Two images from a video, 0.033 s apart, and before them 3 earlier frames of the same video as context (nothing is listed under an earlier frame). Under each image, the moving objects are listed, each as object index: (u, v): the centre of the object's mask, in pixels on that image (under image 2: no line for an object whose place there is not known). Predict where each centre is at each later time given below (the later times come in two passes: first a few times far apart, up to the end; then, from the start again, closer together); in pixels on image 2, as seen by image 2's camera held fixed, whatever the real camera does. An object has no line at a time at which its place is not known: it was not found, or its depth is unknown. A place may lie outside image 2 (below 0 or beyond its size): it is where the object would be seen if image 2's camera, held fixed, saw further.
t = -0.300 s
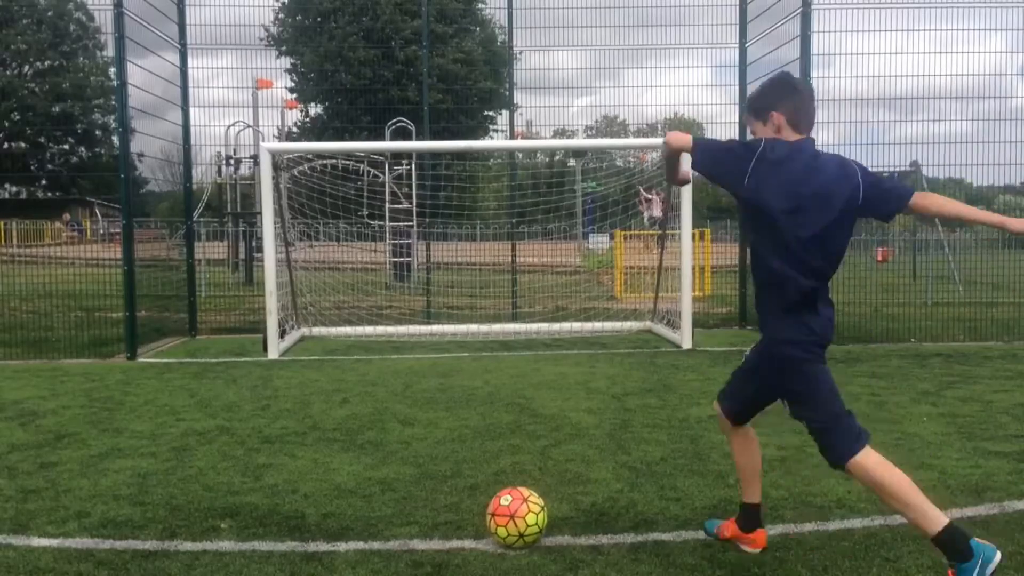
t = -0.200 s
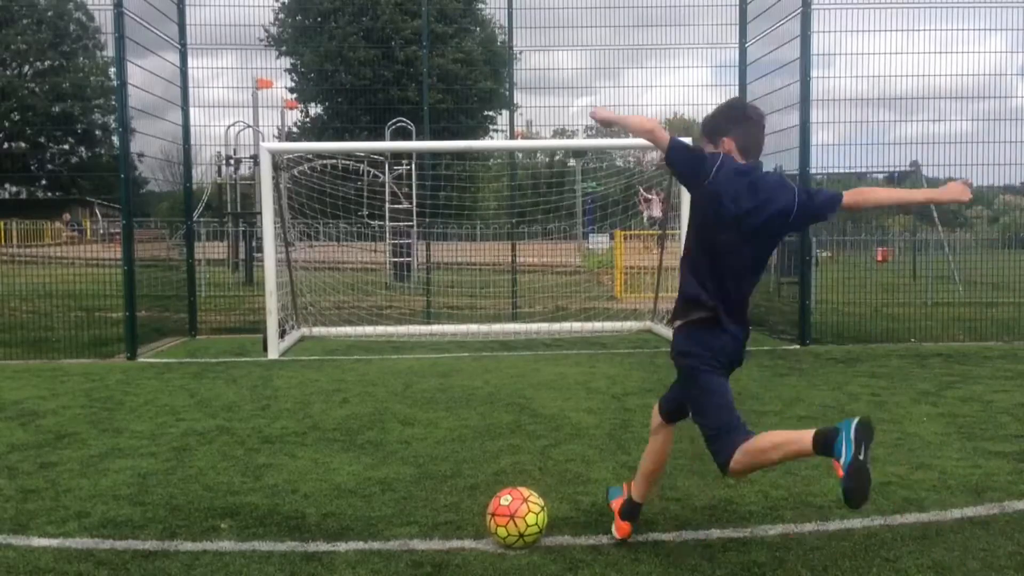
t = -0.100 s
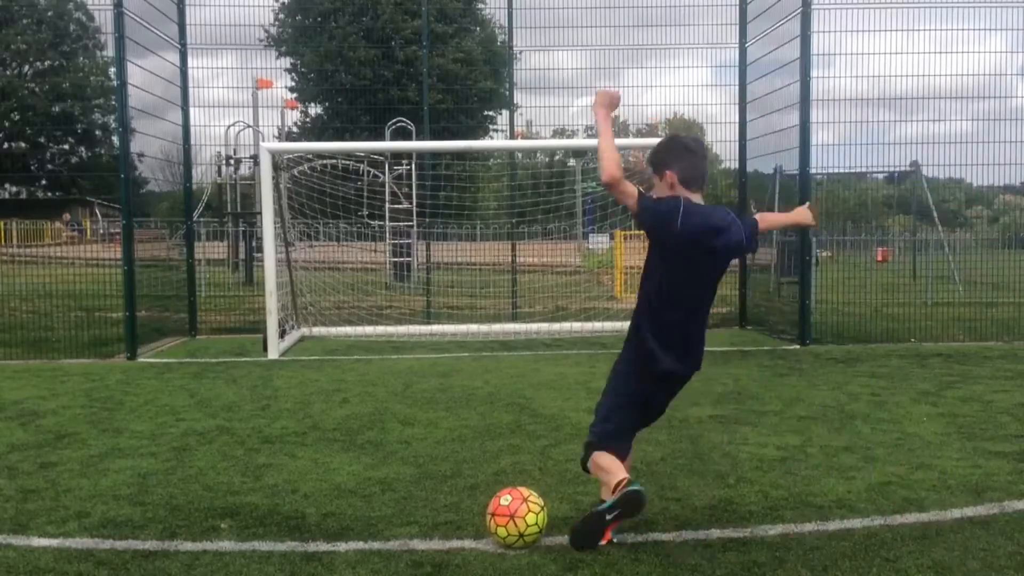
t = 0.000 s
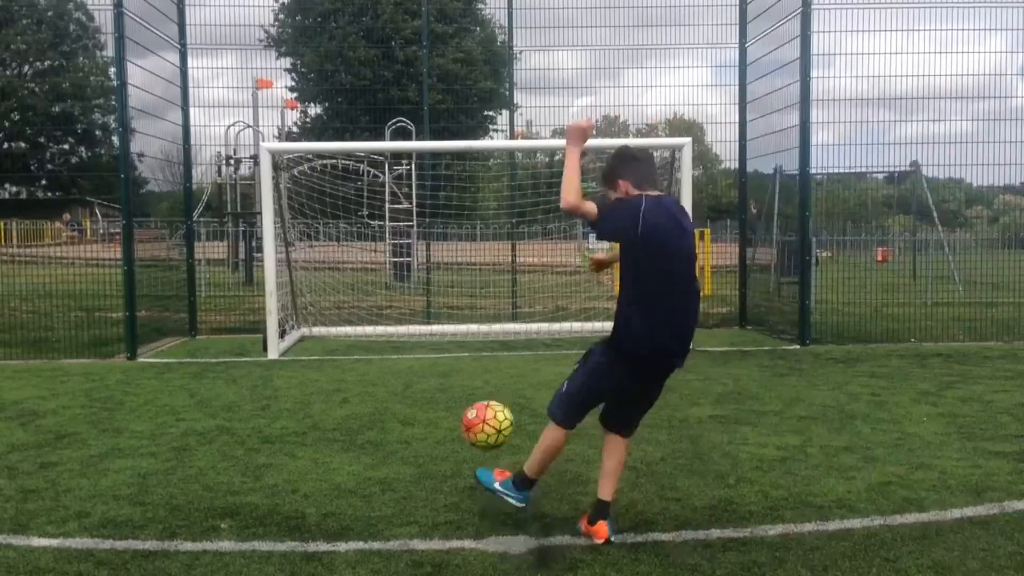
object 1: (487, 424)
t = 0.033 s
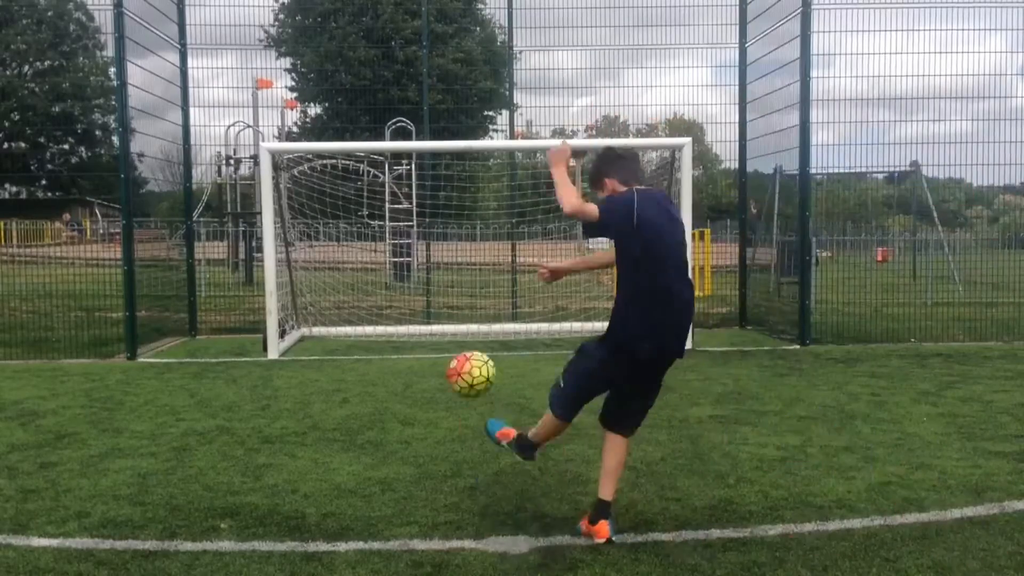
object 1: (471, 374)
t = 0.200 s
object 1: (420, 223)
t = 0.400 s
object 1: (394, 166)
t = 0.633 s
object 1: (380, 224)
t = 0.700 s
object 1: (378, 251)
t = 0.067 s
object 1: (457, 331)
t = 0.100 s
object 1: (447, 295)
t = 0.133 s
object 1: (436, 267)
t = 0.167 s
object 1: (428, 243)
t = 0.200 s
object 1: (420, 223)
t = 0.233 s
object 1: (414, 206)
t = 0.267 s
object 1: (408, 194)
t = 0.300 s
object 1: (404, 184)
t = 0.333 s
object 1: (400, 176)
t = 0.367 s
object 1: (397, 169)
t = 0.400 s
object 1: (394, 166)
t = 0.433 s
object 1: (391, 163)
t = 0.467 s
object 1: (388, 161)
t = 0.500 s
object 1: (387, 167)
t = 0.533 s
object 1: (383, 182)
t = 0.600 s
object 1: (381, 211)
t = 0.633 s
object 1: (380, 224)
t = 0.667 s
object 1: (378, 240)
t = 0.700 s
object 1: (378, 251)
